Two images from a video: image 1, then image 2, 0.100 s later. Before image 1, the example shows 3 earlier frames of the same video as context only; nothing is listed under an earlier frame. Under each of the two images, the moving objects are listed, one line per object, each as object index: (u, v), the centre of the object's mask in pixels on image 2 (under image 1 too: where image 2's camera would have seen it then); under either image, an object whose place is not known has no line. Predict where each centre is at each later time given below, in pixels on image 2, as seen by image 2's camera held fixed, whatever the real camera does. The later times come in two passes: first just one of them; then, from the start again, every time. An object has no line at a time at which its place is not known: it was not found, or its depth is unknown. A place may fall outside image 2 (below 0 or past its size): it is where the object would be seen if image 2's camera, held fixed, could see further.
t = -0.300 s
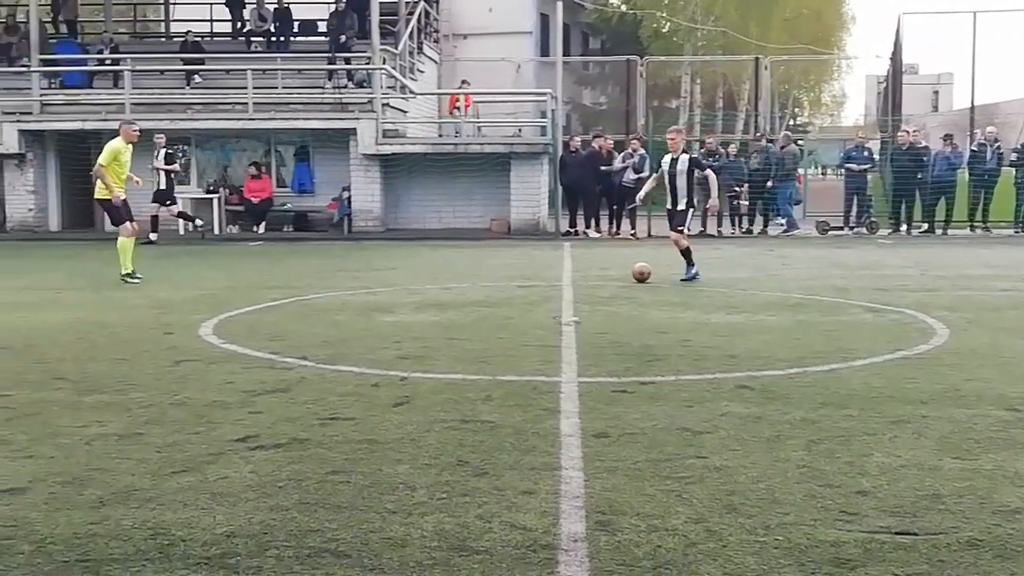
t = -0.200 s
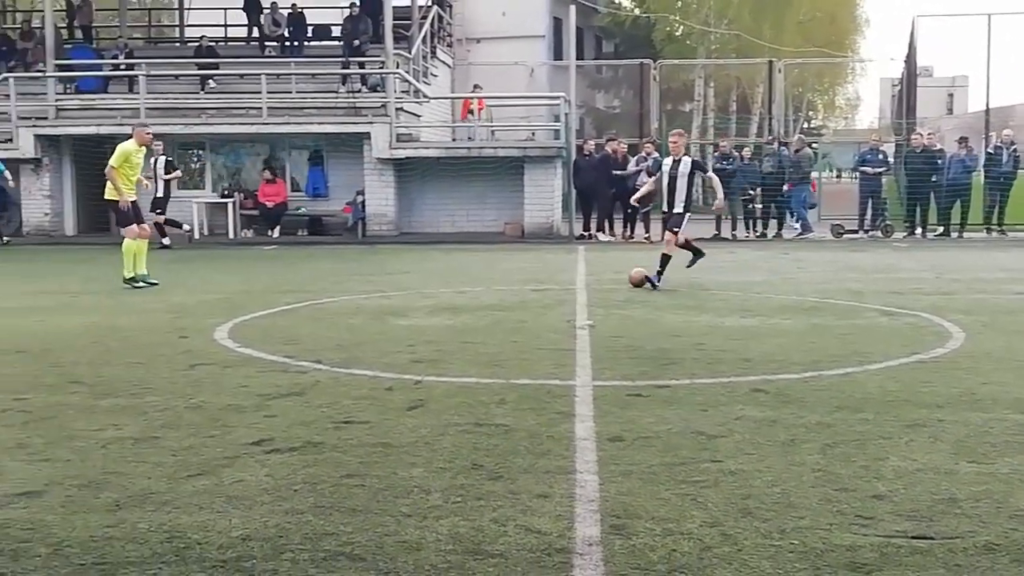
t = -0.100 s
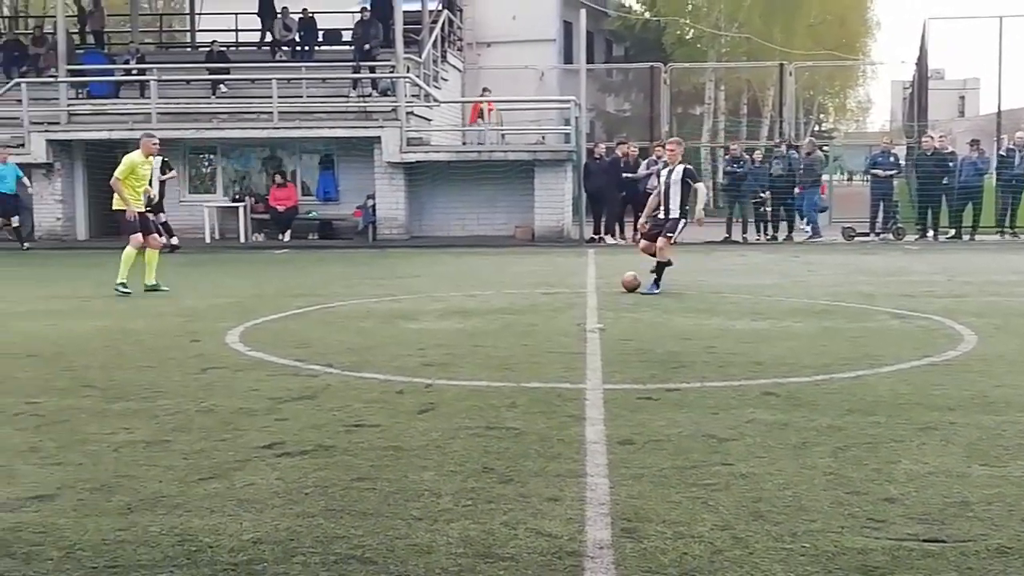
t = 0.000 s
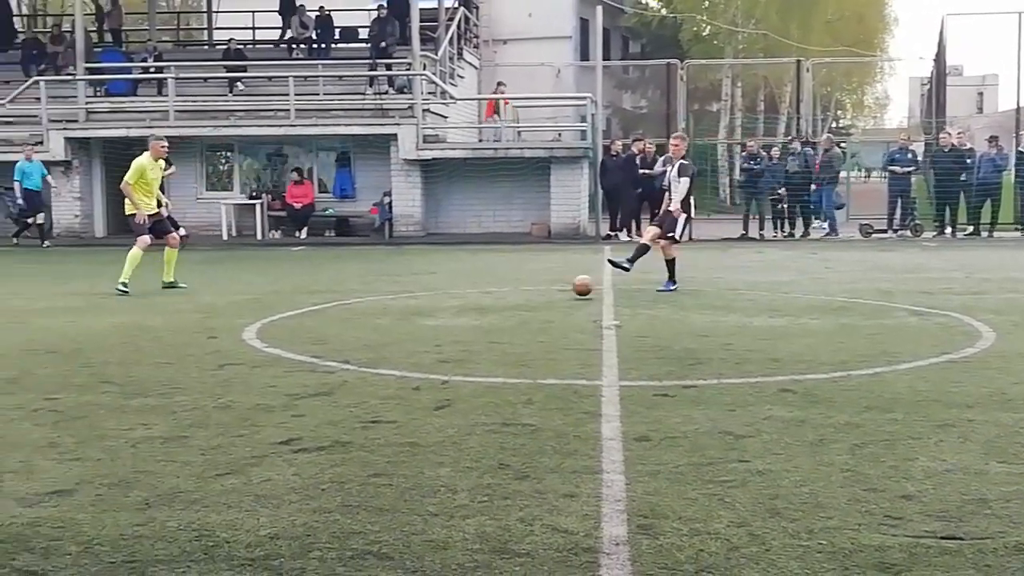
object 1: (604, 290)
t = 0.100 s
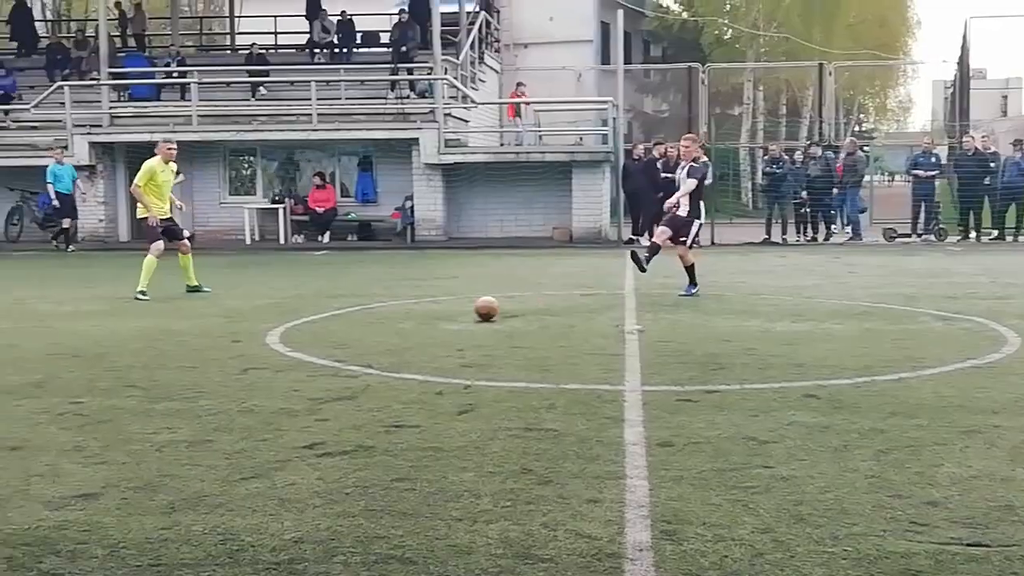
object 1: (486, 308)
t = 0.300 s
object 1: (180, 353)
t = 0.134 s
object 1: (443, 312)
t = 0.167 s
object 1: (397, 318)
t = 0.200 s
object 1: (347, 327)
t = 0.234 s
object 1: (294, 338)
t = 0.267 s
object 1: (240, 345)
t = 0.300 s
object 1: (180, 353)
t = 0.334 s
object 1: (115, 364)
